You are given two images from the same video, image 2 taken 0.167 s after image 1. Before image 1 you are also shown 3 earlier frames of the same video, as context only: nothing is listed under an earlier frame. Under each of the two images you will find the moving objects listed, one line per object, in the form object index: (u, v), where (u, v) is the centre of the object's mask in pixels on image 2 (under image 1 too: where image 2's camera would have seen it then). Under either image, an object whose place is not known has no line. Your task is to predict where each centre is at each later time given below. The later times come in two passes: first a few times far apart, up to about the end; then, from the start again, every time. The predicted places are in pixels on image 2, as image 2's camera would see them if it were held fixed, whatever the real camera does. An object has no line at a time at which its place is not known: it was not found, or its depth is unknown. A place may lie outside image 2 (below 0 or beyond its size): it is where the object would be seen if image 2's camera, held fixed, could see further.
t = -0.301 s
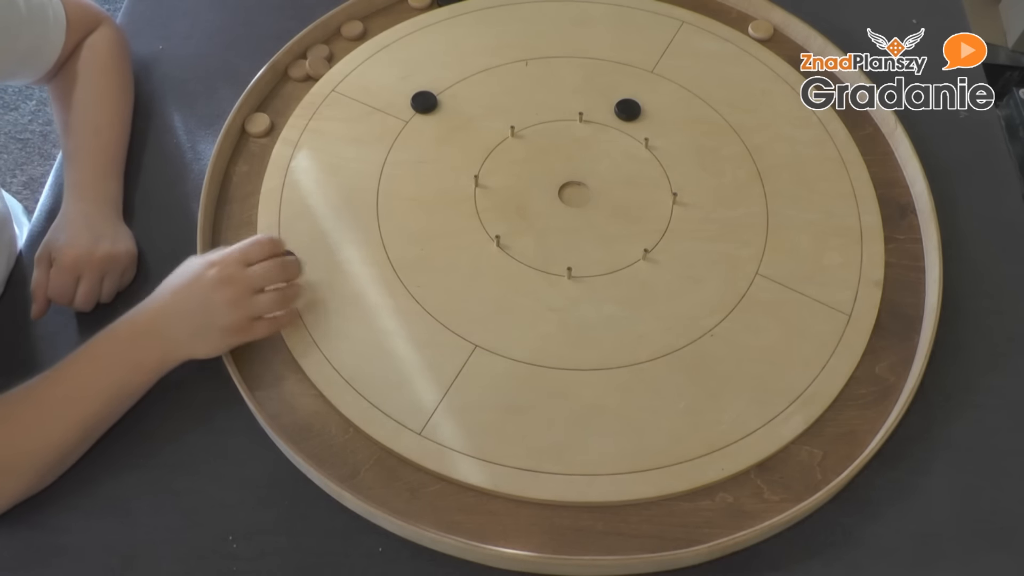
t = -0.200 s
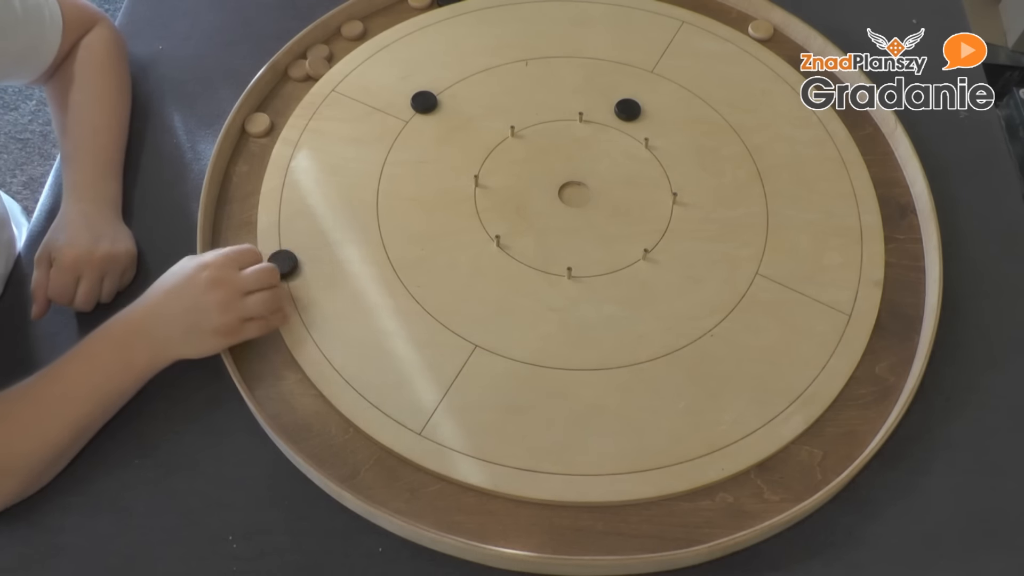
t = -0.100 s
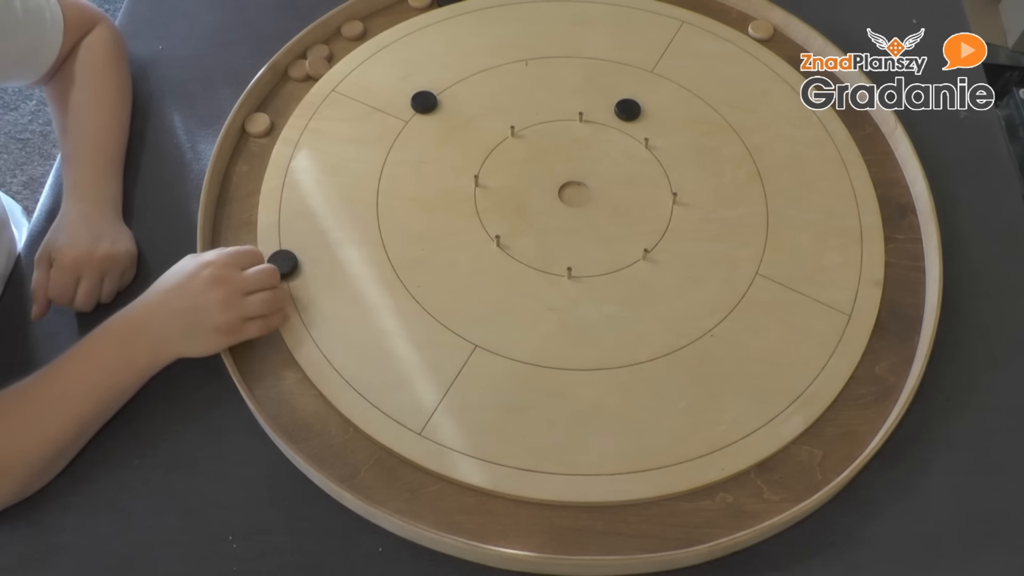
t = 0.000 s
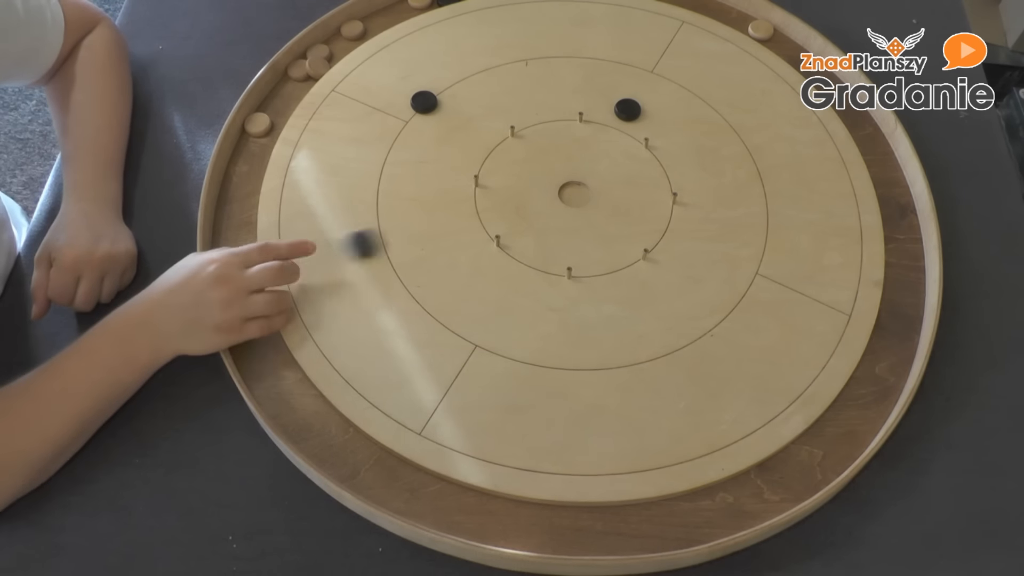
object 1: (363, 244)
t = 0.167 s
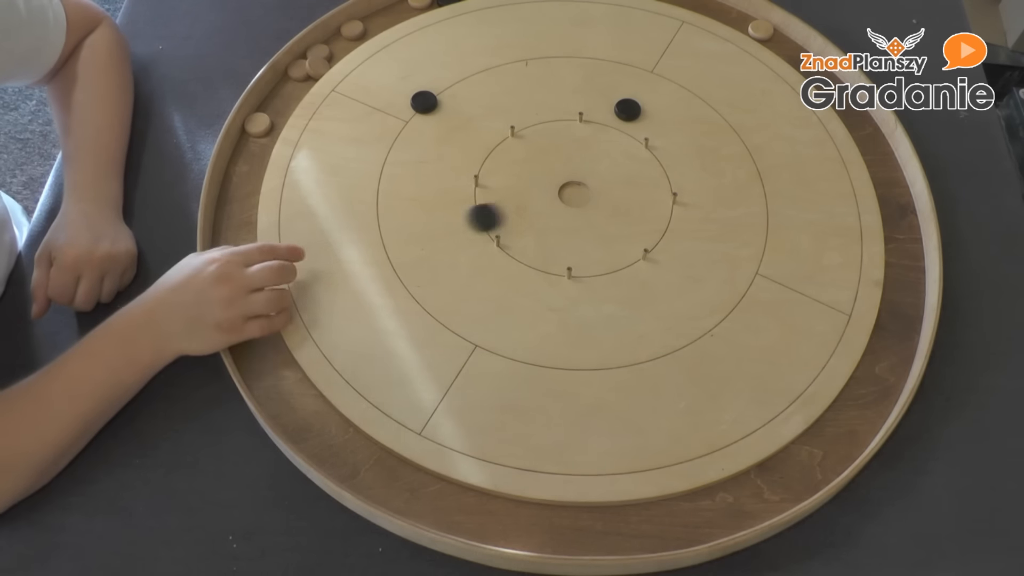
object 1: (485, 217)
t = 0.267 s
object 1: (503, 214)
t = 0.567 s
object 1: (504, 214)
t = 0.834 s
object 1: (504, 214)
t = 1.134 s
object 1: (504, 214)
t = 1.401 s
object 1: (504, 214)
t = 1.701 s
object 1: (504, 214)
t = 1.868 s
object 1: (504, 214)
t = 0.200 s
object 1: (495, 215)
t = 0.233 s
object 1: (502, 214)
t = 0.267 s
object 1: (503, 214)
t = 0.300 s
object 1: (504, 214)
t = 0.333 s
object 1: (504, 214)
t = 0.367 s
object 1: (504, 214)
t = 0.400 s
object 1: (504, 214)
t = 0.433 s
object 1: (504, 214)
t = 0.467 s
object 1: (504, 214)
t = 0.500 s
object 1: (504, 214)
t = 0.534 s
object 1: (504, 214)
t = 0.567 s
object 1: (504, 214)
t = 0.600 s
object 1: (504, 214)
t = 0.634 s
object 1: (504, 214)
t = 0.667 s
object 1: (504, 214)
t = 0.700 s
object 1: (504, 214)
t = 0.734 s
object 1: (504, 214)
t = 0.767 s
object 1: (504, 214)
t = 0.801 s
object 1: (504, 214)
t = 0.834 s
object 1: (504, 214)
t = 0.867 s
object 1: (504, 214)
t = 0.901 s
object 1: (504, 214)
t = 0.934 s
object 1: (504, 214)
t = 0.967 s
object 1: (504, 214)
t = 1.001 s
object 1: (504, 214)
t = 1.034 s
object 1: (504, 214)
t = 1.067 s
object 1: (504, 214)
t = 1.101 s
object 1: (504, 214)
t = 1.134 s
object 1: (504, 214)
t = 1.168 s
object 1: (504, 214)
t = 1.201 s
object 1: (504, 214)
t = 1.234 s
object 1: (504, 214)
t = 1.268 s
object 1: (504, 214)
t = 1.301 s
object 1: (504, 214)
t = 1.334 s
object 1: (504, 214)
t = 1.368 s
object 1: (504, 214)
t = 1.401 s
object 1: (504, 214)
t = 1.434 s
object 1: (504, 214)
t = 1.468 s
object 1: (504, 214)
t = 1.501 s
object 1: (504, 214)
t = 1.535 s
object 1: (504, 214)
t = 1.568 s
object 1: (504, 214)
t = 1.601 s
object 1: (504, 214)
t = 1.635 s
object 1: (504, 214)
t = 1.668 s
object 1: (504, 214)
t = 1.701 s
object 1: (504, 214)
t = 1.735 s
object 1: (504, 214)
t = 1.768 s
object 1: (504, 214)
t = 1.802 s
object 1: (504, 214)
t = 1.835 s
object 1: (504, 214)
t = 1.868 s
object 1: (504, 214)
